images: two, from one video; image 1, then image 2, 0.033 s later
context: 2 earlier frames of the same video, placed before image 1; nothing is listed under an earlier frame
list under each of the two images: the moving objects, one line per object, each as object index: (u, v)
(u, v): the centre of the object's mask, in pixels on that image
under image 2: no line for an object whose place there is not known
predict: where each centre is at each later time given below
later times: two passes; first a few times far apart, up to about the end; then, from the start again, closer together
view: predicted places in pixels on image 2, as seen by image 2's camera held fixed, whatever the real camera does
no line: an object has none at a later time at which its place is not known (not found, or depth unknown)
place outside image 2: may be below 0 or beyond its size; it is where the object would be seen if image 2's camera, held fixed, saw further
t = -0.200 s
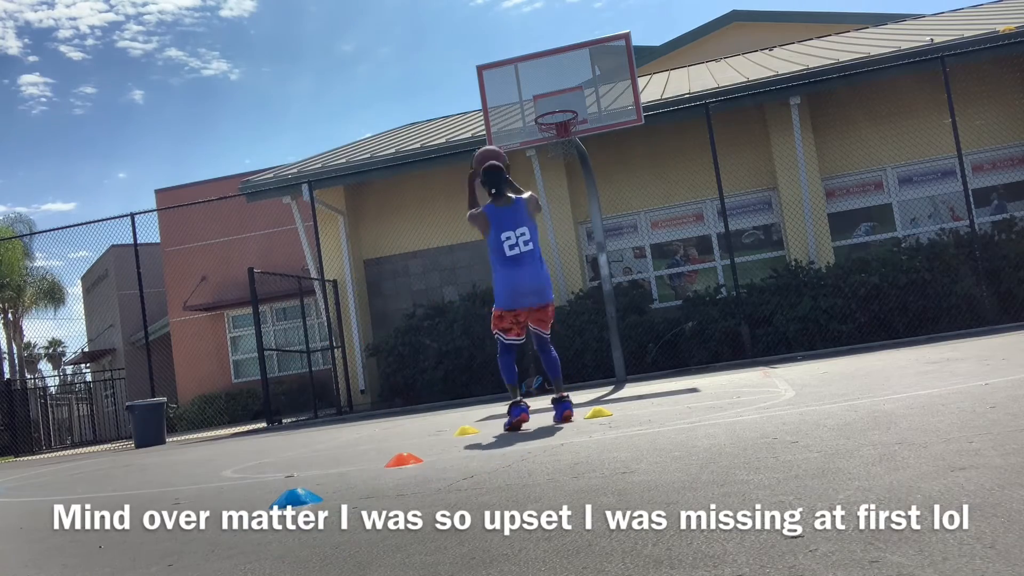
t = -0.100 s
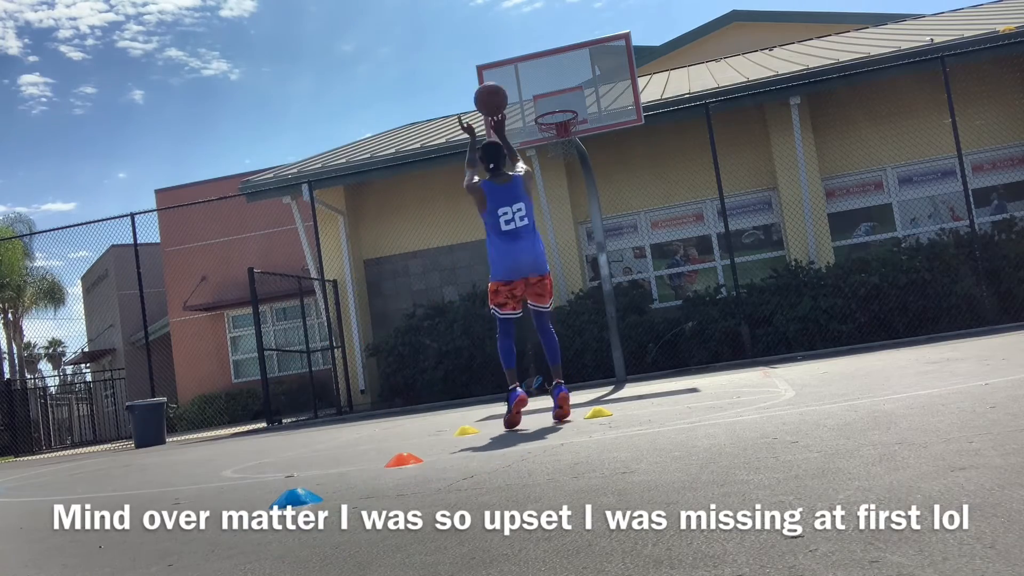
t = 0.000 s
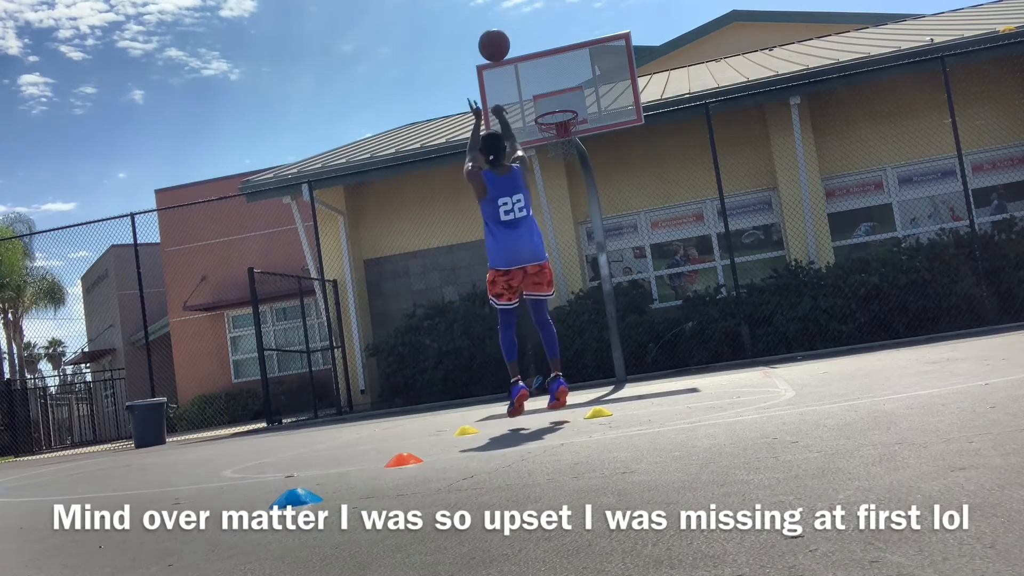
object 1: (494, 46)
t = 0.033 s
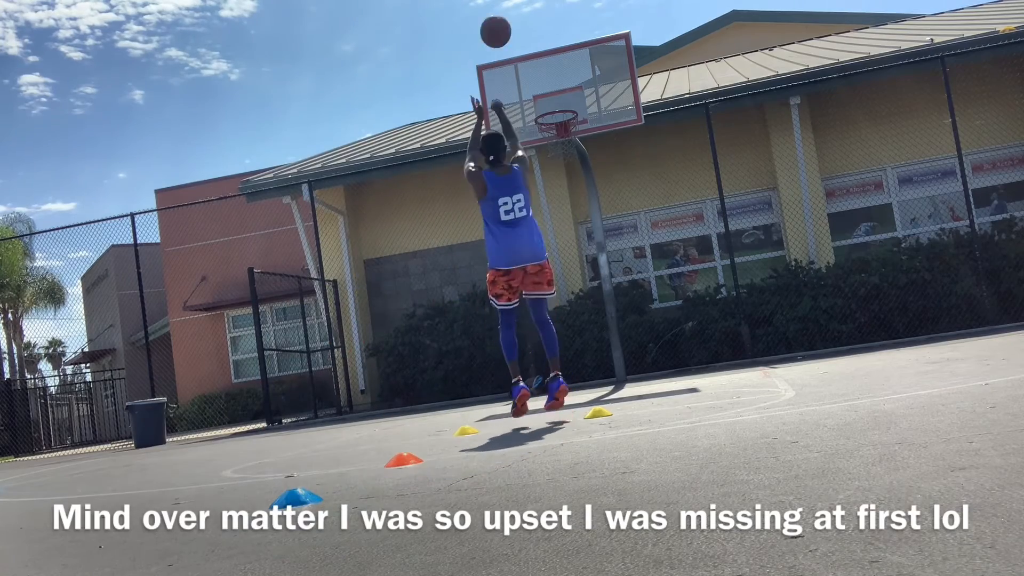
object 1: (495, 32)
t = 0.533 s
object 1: (532, 8)
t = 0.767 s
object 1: (555, 70)
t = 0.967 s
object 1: (558, 109)
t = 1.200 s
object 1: (523, 92)
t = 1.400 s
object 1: (498, 100)
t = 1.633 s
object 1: (475, 150)
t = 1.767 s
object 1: (464, 199)
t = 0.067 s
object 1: (497, 20)
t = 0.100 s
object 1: (499, 12)
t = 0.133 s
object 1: (501, 7)
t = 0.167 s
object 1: (503, 4)
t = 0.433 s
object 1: (523, 1)
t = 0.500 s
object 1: (529, 5)
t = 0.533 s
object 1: (532, 8)
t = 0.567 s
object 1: (535, 11)
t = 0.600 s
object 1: (538, 19)
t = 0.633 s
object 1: (541, 28)
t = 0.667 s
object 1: (545, 37)
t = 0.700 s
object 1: (548, 47)
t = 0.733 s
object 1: (552, 58)
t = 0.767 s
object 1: (555, 70)
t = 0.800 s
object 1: (559, 82)
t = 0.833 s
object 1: (562, 95)
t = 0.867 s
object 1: (564, 105)
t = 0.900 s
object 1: (563, 108)
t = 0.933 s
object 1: (563, 111)
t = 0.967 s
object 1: (558, 109)
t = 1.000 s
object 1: (553, 103)
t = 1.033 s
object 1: (547, 100)
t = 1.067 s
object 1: (542, 97)
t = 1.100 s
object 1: (537, 95)
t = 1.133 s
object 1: (533, 94)
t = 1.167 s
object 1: (528, 94)
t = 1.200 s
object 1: (523, 92)
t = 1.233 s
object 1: (519, 91)
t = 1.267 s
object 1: (514, 91)
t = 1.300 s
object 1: (510, 92)
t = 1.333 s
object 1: (506, 94)
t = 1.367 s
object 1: (502, 96)
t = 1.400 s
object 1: (498, 100)
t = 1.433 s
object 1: (495, 105)
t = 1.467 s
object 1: (491, 110)
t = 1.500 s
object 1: (487, 116)
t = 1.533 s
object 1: (484, 123)
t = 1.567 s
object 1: (481, 132)
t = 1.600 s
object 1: (478, 141)
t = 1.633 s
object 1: (475, 150)
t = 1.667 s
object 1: (472, 161)
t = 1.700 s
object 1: (469, 173)
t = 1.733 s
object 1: (467, 186)
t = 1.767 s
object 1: (464, 199)
